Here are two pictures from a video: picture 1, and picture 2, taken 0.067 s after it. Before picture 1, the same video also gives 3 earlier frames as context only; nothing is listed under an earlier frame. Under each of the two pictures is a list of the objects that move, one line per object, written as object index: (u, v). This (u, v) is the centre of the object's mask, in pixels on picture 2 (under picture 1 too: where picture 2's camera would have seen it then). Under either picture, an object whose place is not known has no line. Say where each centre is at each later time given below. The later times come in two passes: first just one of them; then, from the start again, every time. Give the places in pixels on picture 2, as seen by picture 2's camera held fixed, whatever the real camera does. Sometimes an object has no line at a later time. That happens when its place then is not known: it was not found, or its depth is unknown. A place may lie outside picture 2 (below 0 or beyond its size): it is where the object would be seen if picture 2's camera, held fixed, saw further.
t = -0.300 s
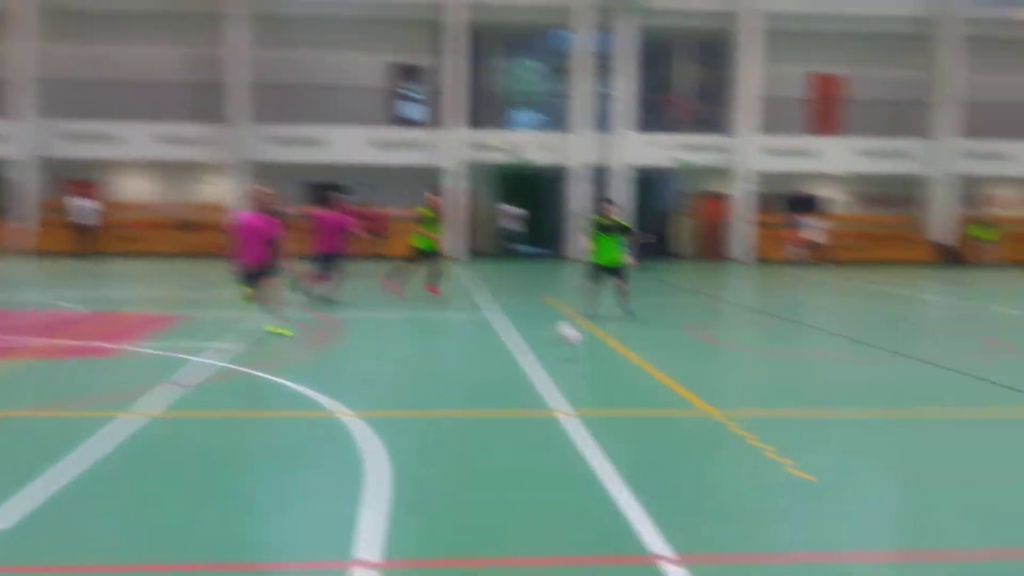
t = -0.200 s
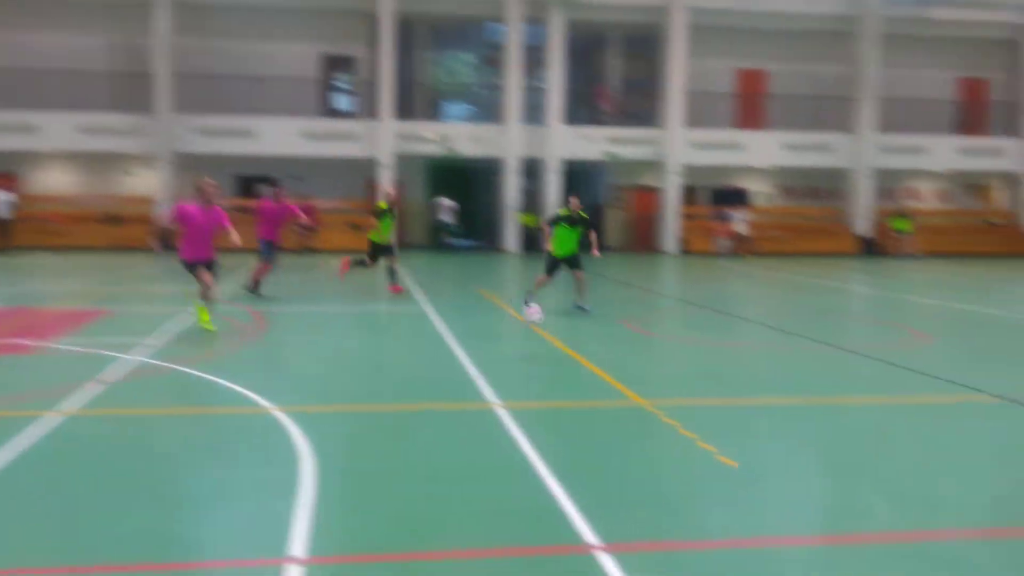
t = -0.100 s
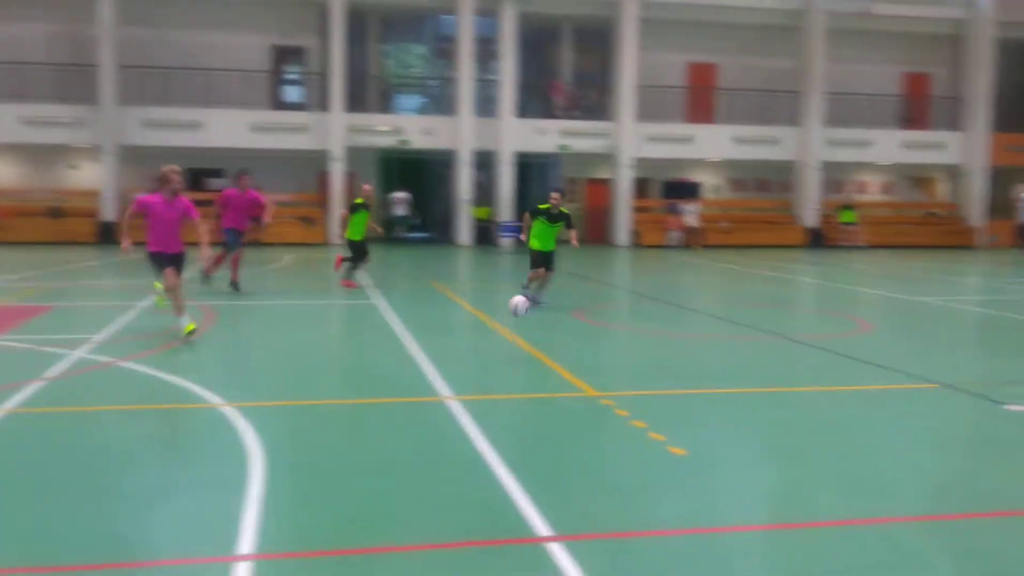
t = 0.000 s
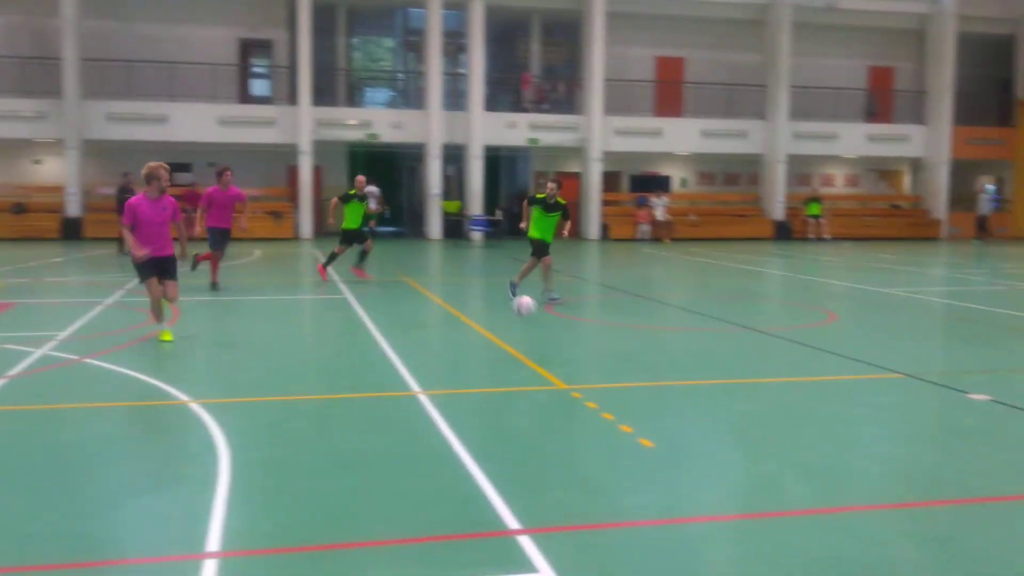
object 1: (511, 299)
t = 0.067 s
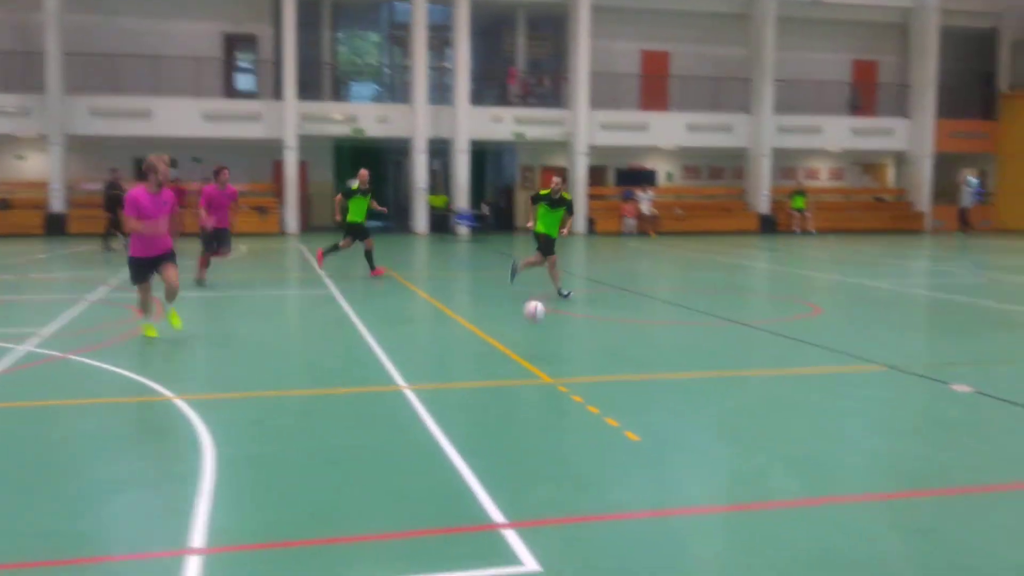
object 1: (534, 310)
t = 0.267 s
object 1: (607, 352)
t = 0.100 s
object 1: (548, 319)
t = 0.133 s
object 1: (561, 327)
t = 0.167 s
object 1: (574, 338)
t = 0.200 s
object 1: (588, 350)
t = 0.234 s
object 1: (599, 356)
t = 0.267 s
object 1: (607, 352)
